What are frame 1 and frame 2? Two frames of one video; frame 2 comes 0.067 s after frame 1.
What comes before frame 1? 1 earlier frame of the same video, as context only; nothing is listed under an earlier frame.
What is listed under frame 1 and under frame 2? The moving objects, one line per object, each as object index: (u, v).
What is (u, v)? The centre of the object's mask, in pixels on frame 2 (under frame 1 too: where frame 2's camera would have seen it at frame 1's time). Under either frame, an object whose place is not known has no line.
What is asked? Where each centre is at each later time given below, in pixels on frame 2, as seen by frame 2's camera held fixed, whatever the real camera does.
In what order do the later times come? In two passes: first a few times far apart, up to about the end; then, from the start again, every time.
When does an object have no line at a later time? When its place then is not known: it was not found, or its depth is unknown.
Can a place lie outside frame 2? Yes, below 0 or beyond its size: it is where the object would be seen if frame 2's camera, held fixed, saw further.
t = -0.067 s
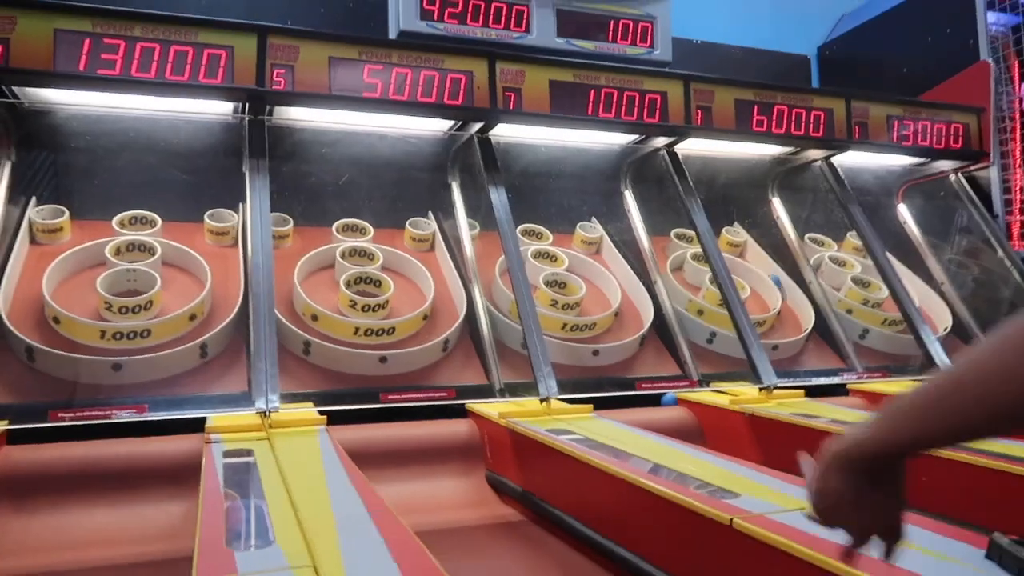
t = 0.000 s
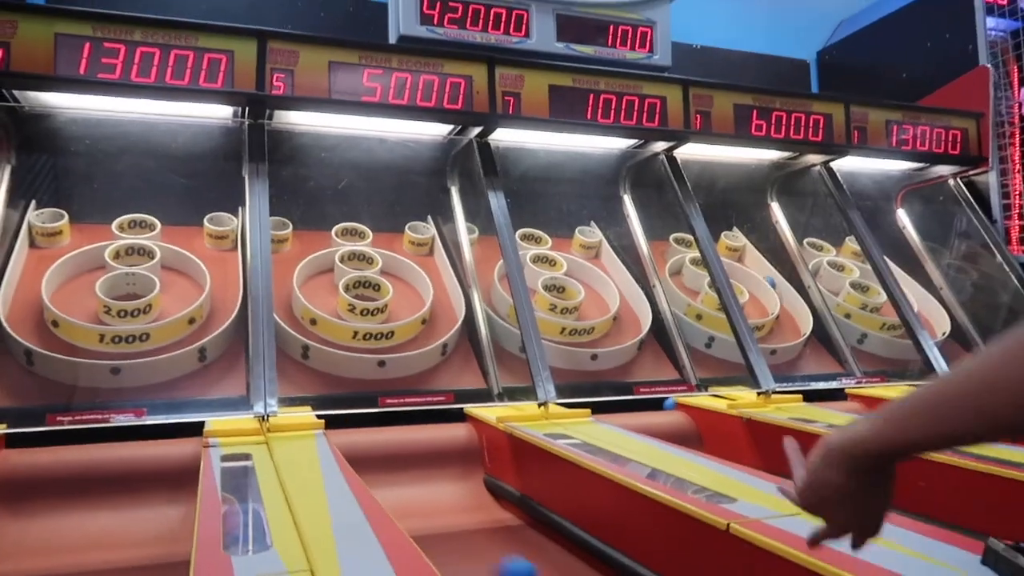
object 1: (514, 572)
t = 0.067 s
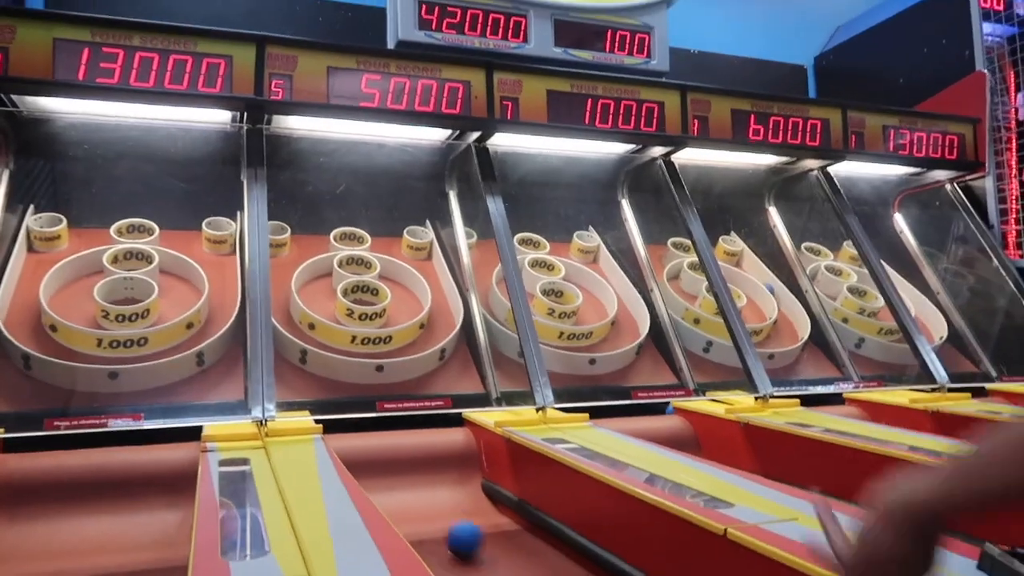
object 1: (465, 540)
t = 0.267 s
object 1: (403, 375)
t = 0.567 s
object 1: (380, 249)
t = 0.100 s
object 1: (445, 523)
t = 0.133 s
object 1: (429, 509)
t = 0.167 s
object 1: (417, 490)
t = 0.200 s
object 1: (410, 456)
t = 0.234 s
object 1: (406, 421)
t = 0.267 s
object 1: (403, 375)
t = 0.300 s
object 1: (400, 346)
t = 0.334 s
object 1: (398, 320)
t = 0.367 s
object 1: (395, 298)
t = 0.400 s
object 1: (393, 281)
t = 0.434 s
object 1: (390, 268)
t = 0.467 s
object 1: (387, 257)
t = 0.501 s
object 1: (385, 251)
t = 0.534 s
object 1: (382, 248)
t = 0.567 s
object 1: (380, 249)
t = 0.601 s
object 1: (378, 252)
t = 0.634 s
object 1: (376, 258)
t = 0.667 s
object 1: (375, 269)
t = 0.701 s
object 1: (372, 283)
